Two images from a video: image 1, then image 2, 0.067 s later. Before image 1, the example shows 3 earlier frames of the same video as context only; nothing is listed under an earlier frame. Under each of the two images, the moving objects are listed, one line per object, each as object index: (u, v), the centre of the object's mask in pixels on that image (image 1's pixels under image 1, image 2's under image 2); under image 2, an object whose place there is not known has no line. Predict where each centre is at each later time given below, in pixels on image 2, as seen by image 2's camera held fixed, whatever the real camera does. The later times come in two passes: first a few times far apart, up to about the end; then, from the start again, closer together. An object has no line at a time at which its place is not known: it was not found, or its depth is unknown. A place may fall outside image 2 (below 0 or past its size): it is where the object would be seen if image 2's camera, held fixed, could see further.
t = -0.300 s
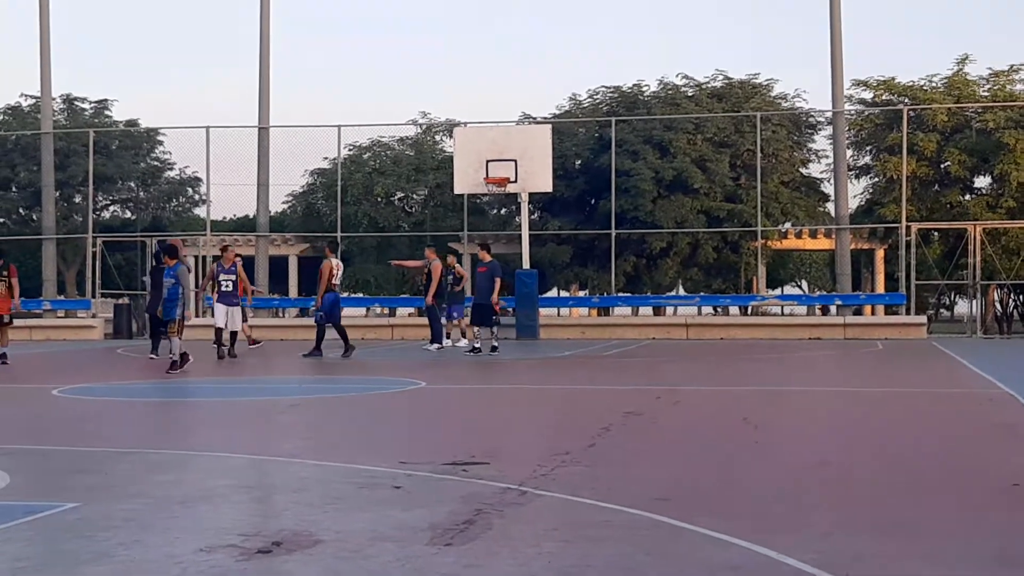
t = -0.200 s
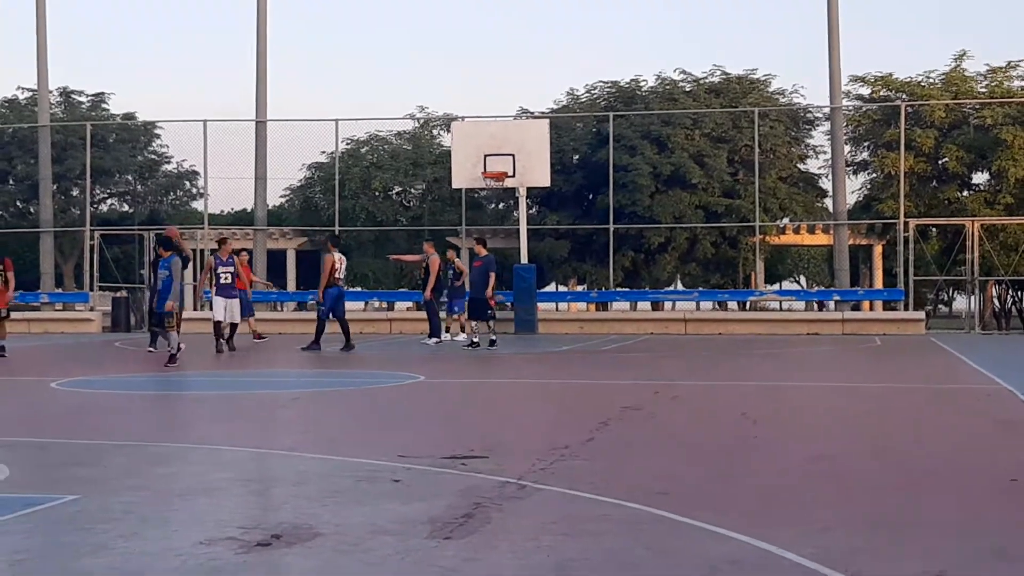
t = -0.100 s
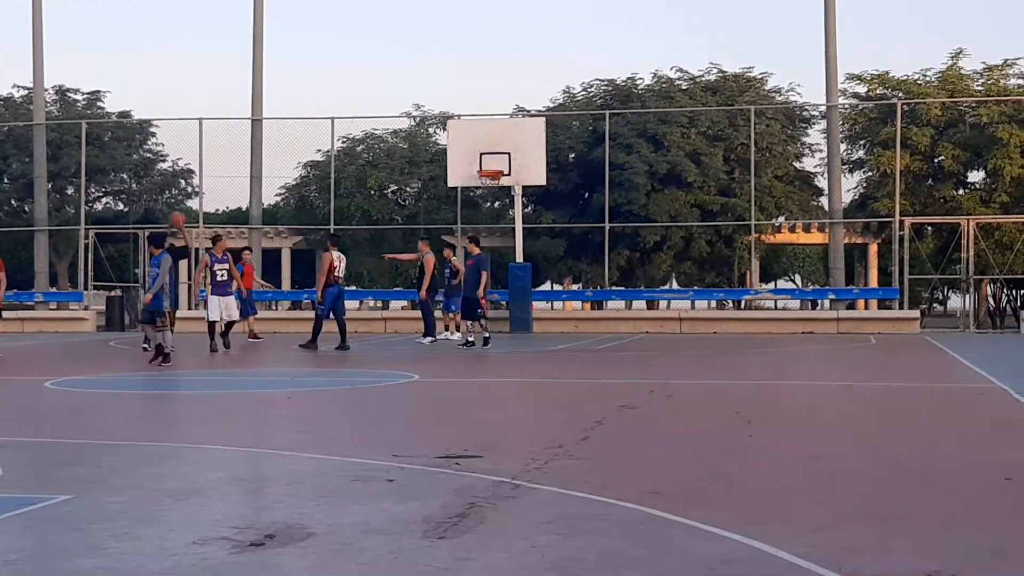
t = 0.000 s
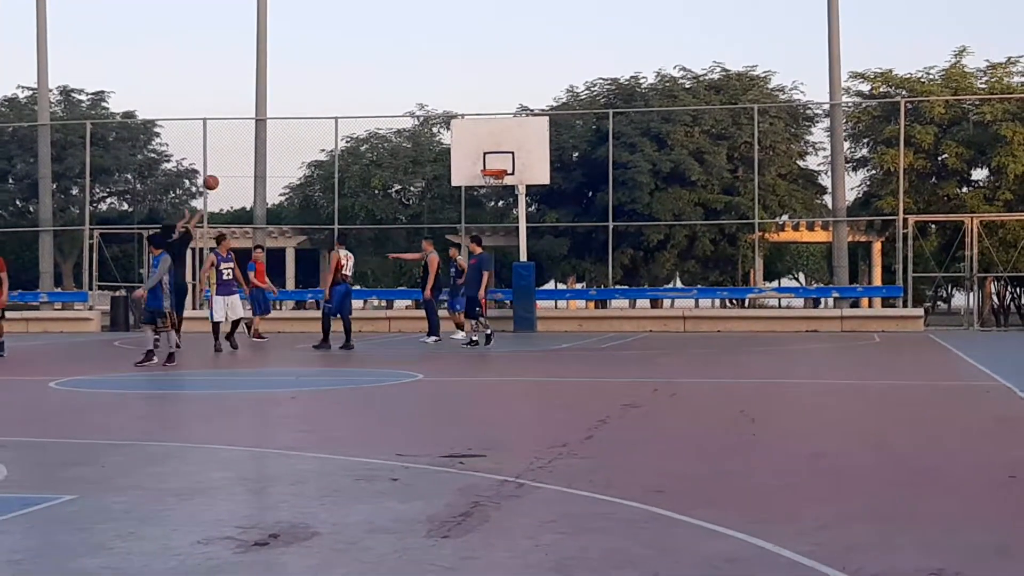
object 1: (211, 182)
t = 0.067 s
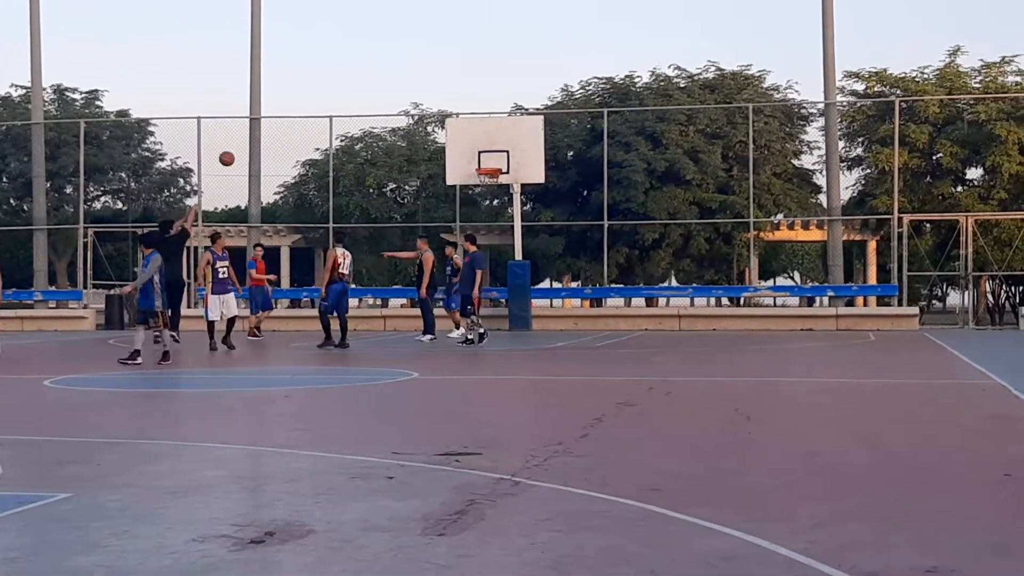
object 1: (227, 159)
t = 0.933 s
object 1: (459, 131)
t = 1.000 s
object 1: (474, 146)
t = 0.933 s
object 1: (459, 131)
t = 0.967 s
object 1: (467, 138)
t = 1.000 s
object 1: (474, 146)
